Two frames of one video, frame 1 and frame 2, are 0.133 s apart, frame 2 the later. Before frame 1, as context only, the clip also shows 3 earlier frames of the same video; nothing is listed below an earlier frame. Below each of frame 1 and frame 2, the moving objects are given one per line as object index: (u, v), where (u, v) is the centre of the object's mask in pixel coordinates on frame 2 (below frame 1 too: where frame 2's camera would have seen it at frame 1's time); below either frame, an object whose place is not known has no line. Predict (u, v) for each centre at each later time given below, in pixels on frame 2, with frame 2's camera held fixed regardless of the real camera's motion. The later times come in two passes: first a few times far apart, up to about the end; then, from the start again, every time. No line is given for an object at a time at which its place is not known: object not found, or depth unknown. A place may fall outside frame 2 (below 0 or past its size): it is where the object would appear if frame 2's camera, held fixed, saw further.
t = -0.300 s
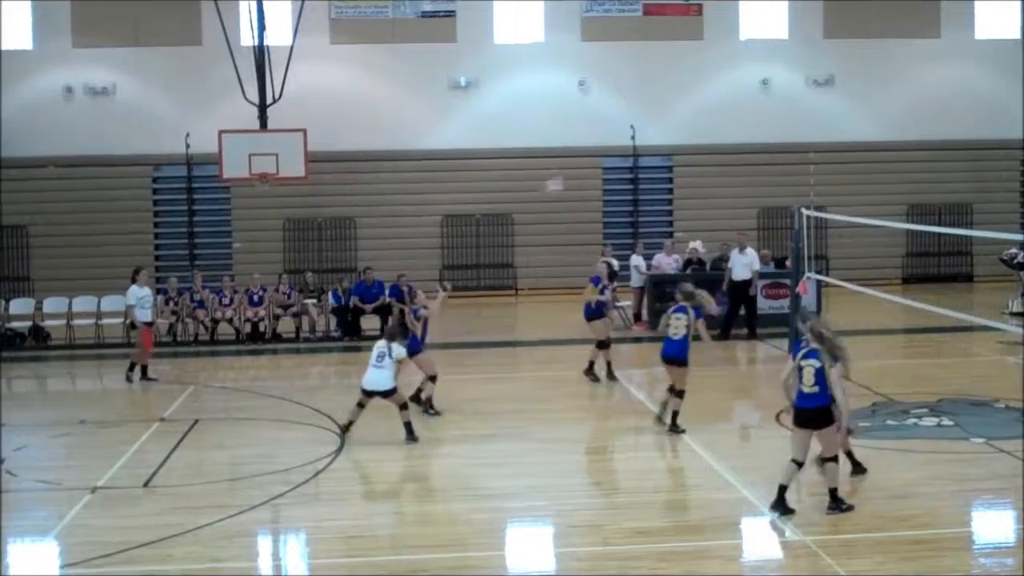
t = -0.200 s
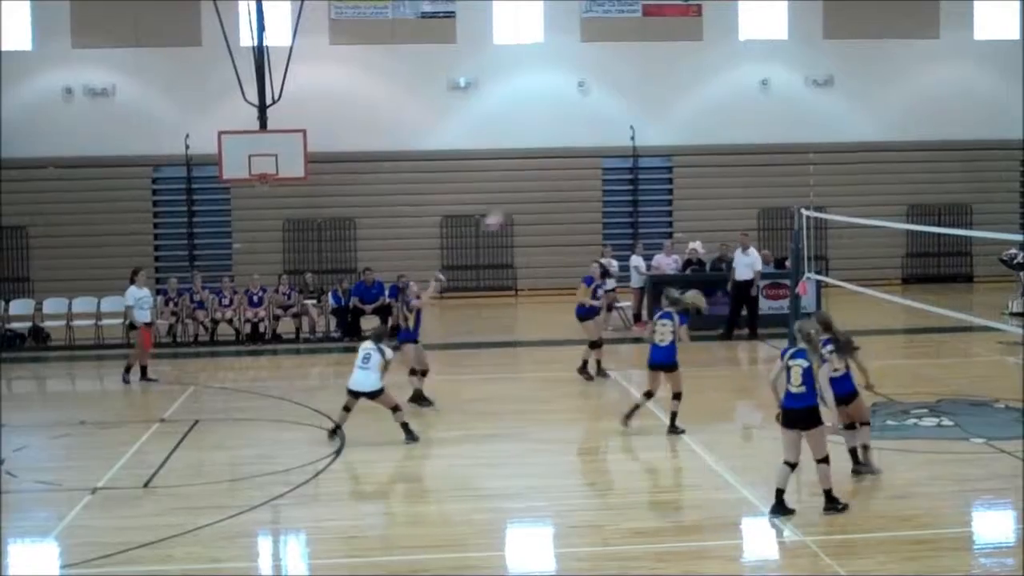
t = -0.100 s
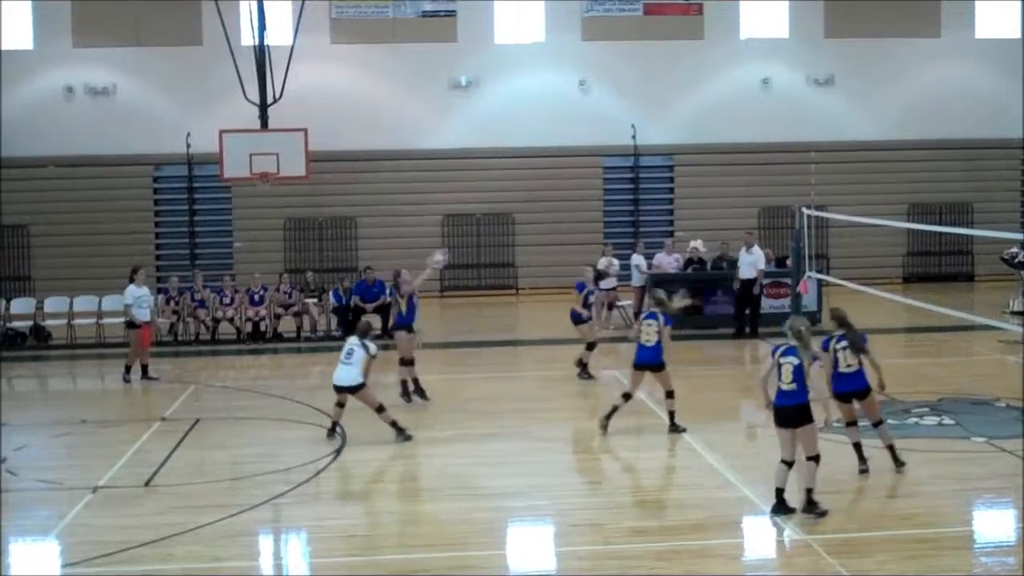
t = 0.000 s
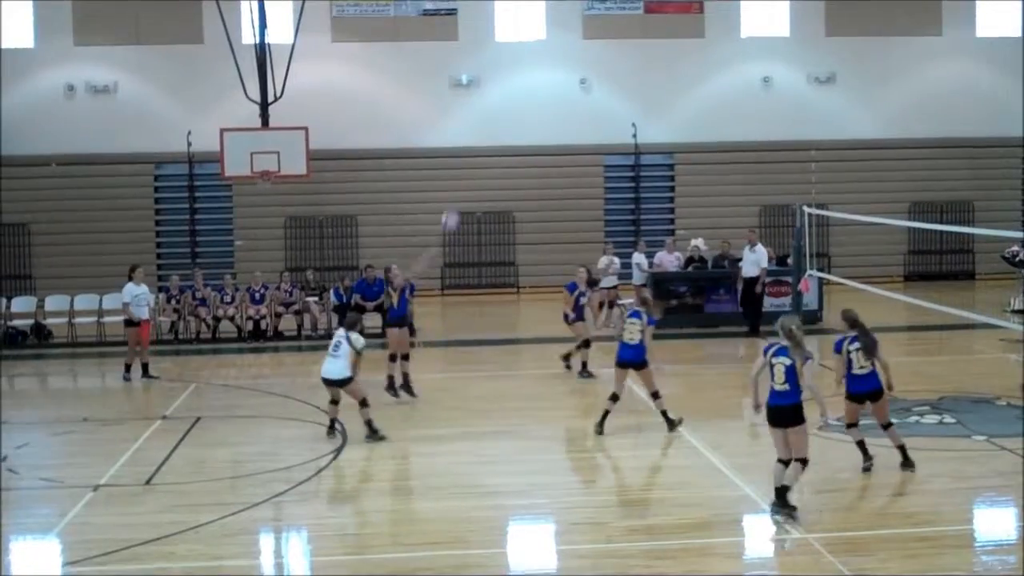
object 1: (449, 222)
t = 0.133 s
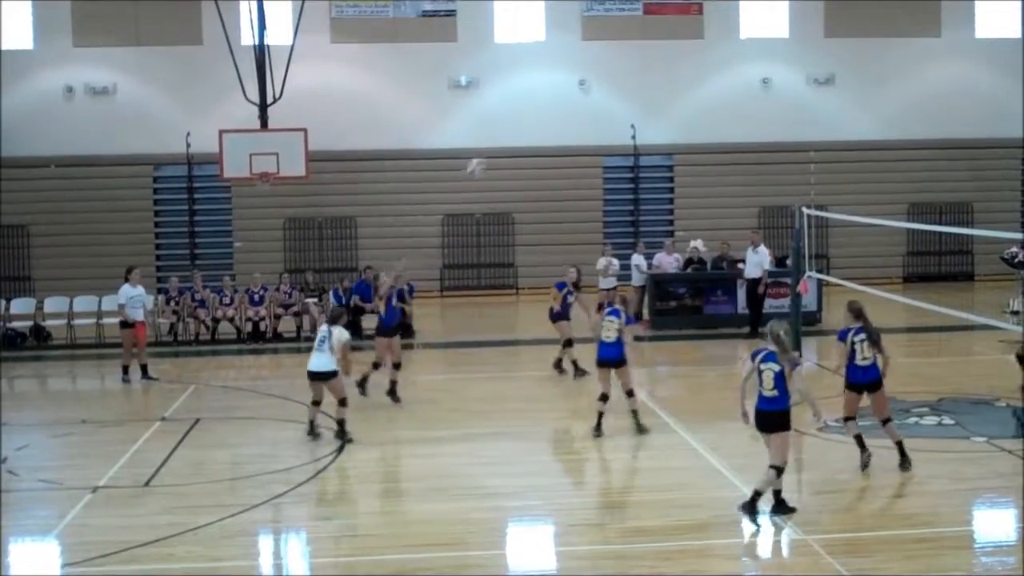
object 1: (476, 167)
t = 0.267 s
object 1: (505, 126)
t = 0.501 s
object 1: (559, 84)
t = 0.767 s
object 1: (627, 91)
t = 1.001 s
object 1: (690, 153)
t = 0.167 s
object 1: (482, 154)
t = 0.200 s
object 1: (490, 144)
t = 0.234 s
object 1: (496, 137)
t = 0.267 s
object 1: (505, 126)
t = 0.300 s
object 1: (511, 117)
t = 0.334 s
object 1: (519, 110)
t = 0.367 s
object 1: (528, 103)
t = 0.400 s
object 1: (535, 97)
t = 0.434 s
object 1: (542, 92)
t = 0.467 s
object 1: (551, 87)
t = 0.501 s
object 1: (559, 84)
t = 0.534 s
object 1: (568, 82)
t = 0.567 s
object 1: (577, 81)
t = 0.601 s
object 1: (584, 80)
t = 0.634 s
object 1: (591, 81)
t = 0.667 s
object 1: (602, 82)
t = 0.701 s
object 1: (610, 84)
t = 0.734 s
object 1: (618, 87)
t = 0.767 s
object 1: (627, 91)
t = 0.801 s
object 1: (636, 98)
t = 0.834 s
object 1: (645, 104)
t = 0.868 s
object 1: (652, 112)
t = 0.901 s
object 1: (662, 122)
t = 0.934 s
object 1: (671, 131)
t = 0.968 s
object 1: (679, 141)
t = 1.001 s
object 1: (690, 153)
